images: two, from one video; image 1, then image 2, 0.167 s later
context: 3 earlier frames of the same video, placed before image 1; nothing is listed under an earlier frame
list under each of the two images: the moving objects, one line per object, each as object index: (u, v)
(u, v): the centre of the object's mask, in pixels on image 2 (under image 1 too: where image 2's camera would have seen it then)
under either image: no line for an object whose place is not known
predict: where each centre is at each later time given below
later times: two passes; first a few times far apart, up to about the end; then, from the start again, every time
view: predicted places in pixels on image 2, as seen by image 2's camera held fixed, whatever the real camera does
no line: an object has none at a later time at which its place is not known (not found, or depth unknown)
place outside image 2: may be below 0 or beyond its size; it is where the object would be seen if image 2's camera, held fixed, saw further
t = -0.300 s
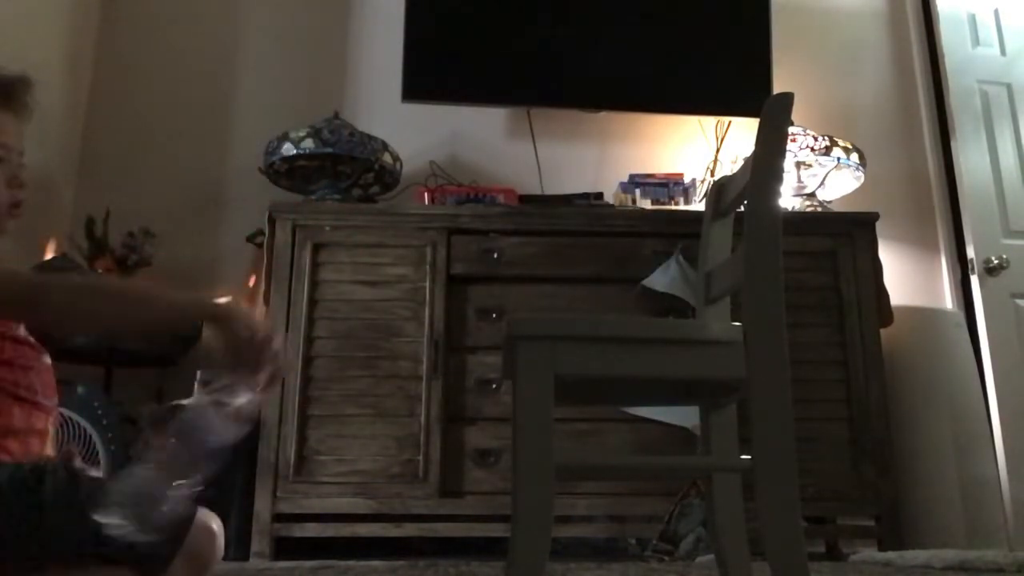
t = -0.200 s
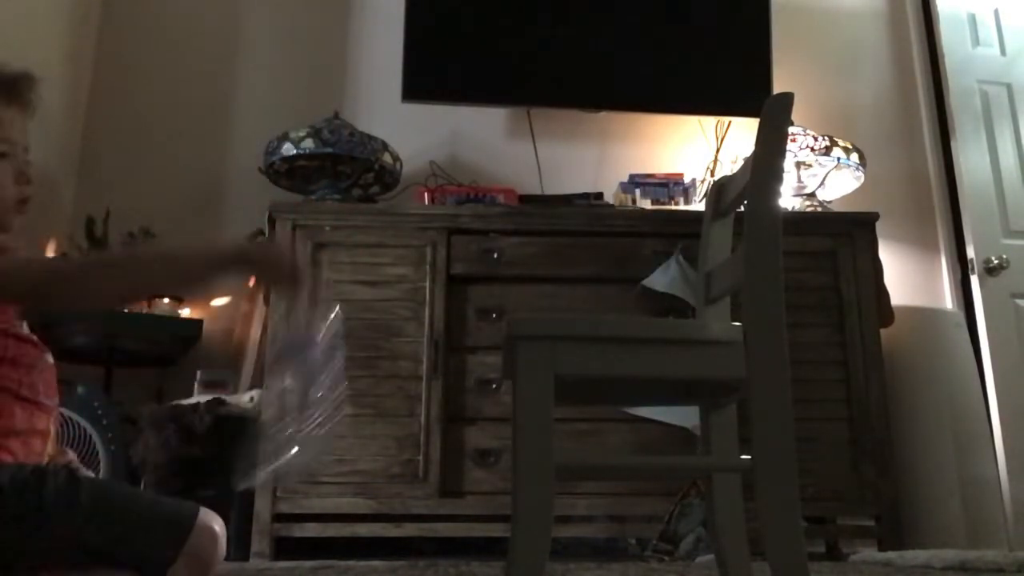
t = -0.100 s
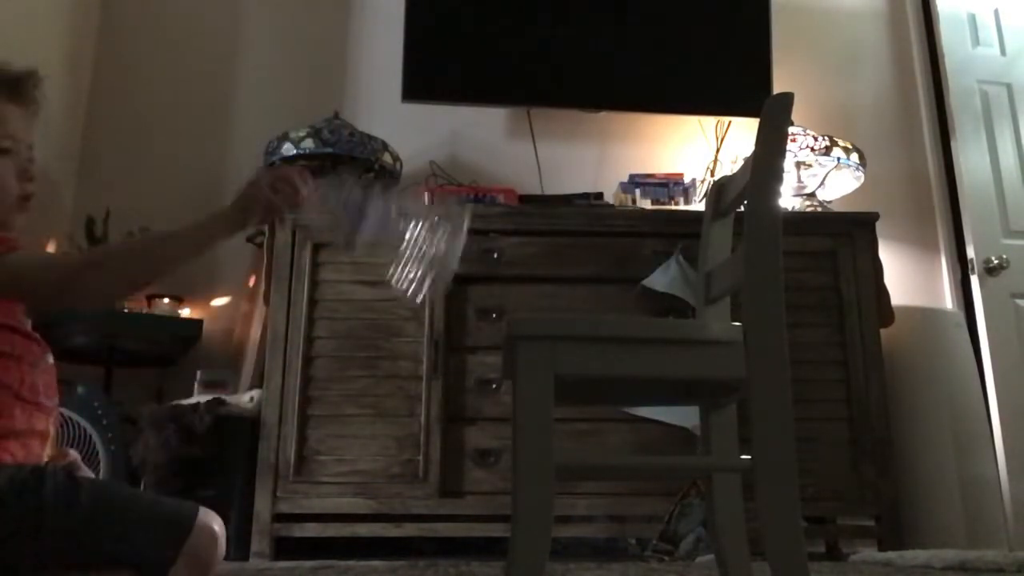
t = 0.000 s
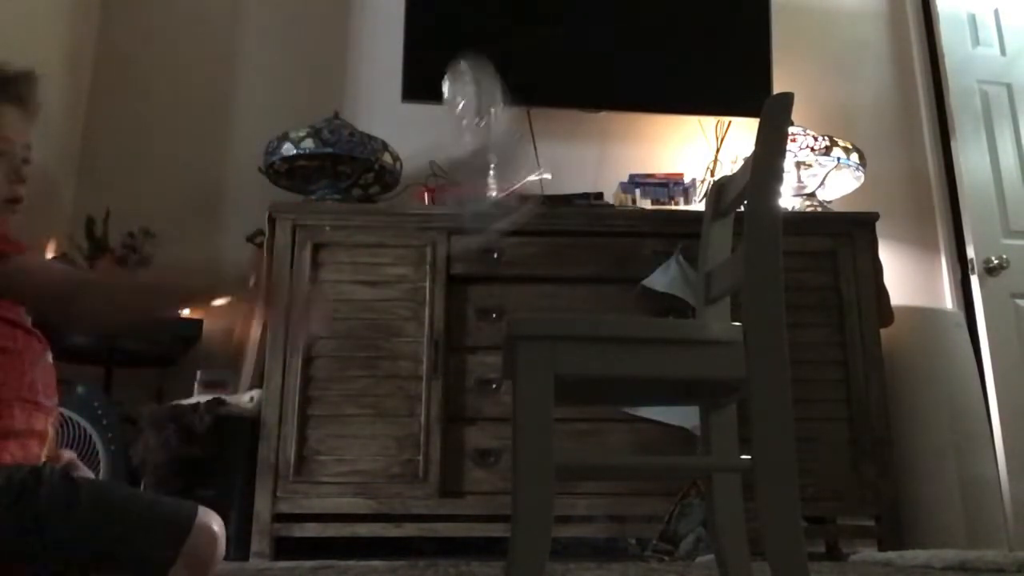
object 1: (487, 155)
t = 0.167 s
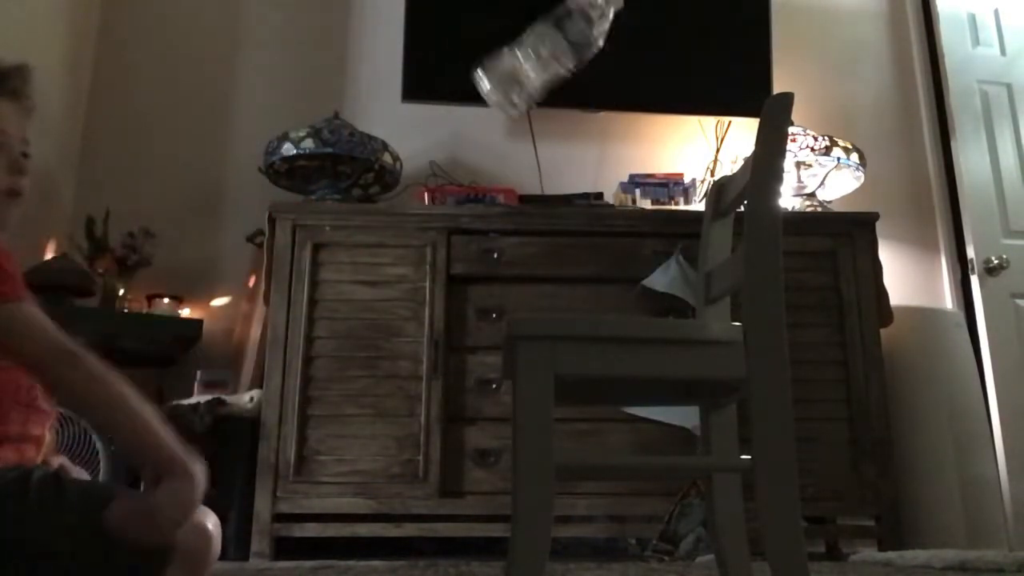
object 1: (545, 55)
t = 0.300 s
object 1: (581, 174)
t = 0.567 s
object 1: (600, 249)
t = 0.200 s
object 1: (555, 68)
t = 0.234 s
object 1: (564, 93)
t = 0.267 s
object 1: (572, 130)
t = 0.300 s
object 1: (581, 174)
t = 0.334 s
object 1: (589, 231)
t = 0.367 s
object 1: (601, 250)
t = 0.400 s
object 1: (604, 250)
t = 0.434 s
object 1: (602, 249)
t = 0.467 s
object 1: (600, 249)
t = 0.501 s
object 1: (600, 248)
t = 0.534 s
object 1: (600, 249)
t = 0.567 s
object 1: (600, 249)
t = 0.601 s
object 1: (600, 249)
